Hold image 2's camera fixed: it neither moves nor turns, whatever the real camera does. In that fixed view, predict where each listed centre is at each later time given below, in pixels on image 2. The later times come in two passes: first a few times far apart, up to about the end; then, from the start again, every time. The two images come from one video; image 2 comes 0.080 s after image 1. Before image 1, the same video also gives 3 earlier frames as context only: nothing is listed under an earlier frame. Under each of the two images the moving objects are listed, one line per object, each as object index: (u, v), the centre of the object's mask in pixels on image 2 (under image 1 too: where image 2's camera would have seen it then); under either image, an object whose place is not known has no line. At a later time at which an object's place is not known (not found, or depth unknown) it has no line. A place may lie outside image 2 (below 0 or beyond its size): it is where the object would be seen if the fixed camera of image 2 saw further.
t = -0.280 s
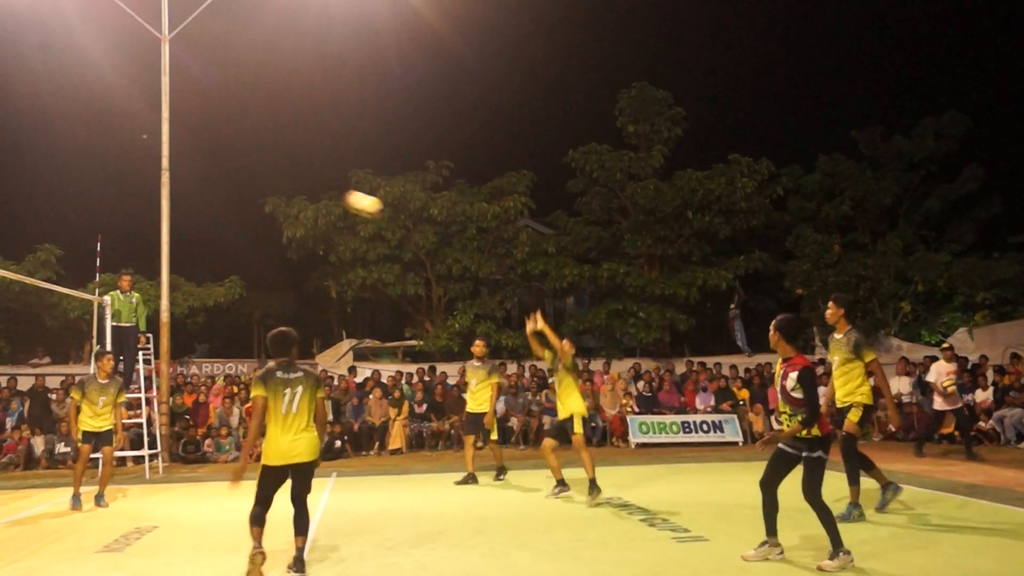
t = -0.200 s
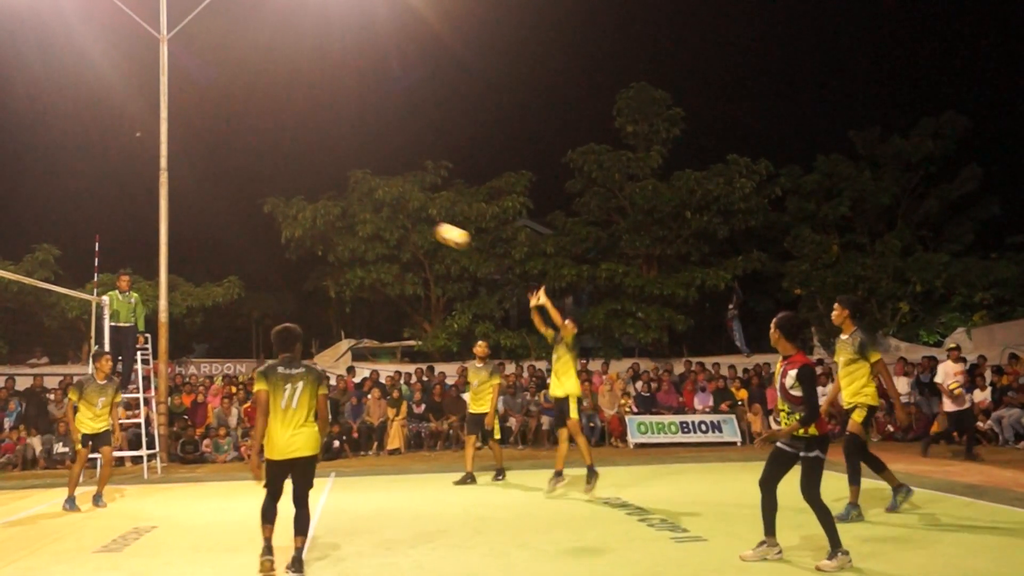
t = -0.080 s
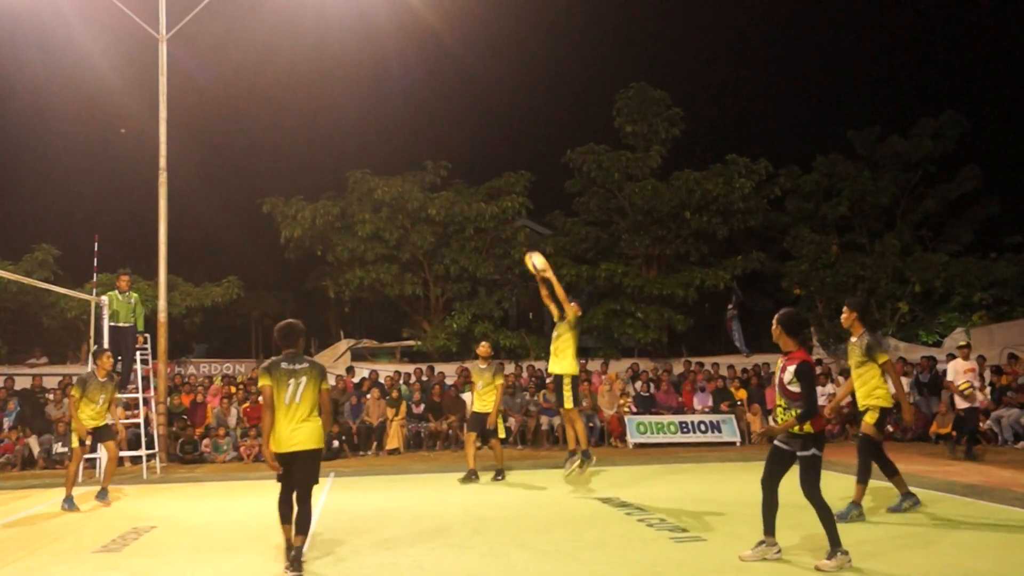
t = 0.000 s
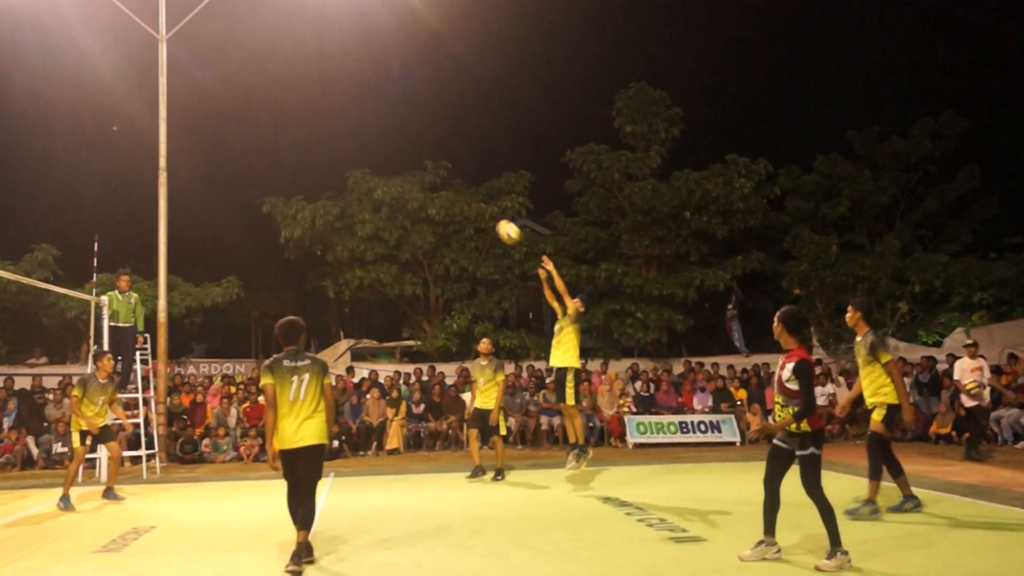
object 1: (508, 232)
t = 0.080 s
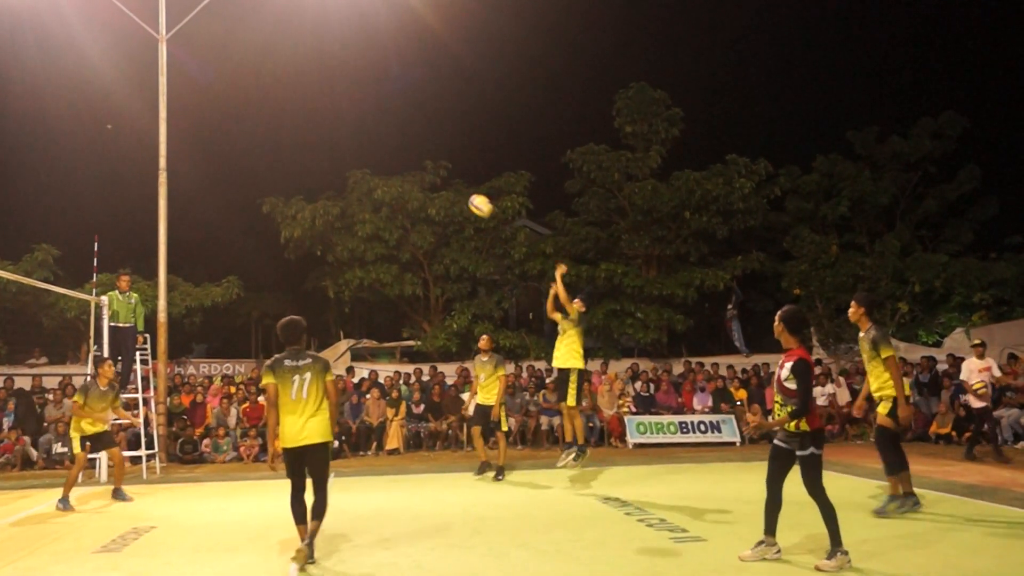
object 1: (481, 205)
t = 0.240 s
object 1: (426, 172)
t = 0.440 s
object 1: (359, 161)
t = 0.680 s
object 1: (280, 198)
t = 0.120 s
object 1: (467, 194)
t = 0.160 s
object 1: (453, 185)
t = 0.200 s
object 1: (440, 178)
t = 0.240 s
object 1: (426, 172)
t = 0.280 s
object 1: (413, 167)
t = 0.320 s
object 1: (399, 163)
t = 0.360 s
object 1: (386, 161)
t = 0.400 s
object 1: (372, 160)
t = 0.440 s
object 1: (359, 161)
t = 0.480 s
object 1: (345, 164)
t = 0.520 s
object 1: (332, 168)
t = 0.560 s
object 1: (319, 173)
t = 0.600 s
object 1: (307, 180)
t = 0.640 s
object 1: (294, 188)
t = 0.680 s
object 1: (280, 198)
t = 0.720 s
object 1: (267, 210)
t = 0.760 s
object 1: (254, 223)
